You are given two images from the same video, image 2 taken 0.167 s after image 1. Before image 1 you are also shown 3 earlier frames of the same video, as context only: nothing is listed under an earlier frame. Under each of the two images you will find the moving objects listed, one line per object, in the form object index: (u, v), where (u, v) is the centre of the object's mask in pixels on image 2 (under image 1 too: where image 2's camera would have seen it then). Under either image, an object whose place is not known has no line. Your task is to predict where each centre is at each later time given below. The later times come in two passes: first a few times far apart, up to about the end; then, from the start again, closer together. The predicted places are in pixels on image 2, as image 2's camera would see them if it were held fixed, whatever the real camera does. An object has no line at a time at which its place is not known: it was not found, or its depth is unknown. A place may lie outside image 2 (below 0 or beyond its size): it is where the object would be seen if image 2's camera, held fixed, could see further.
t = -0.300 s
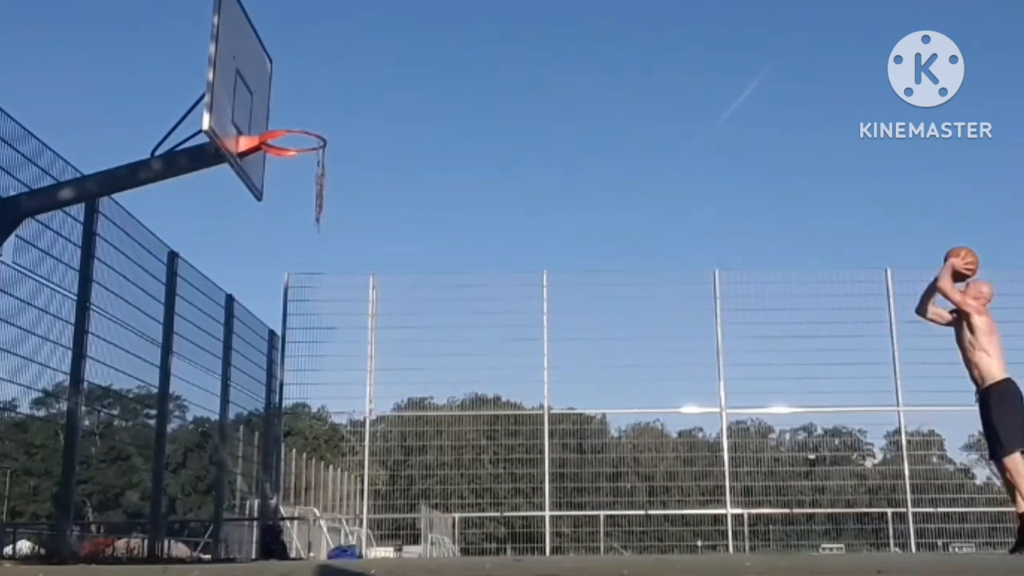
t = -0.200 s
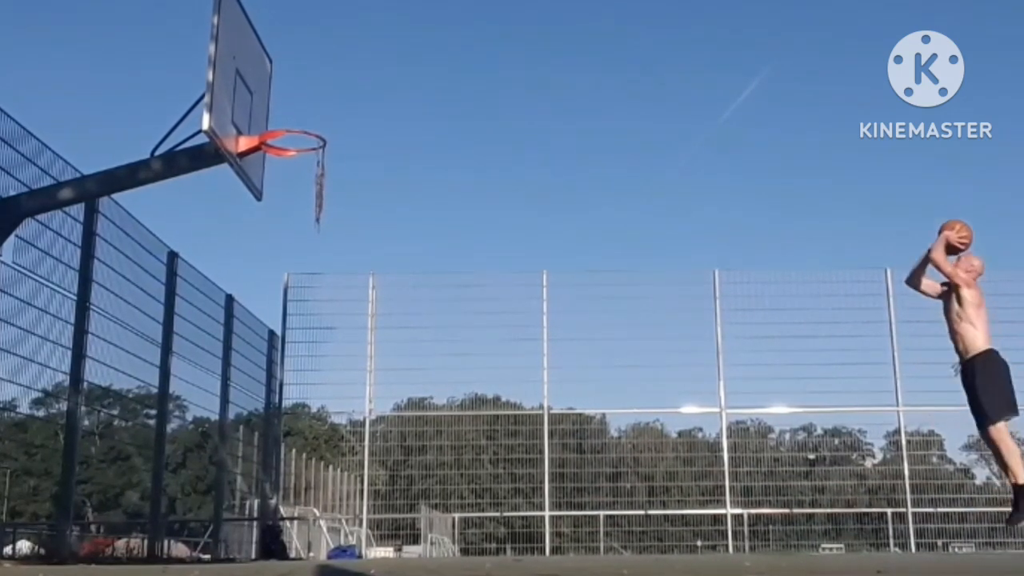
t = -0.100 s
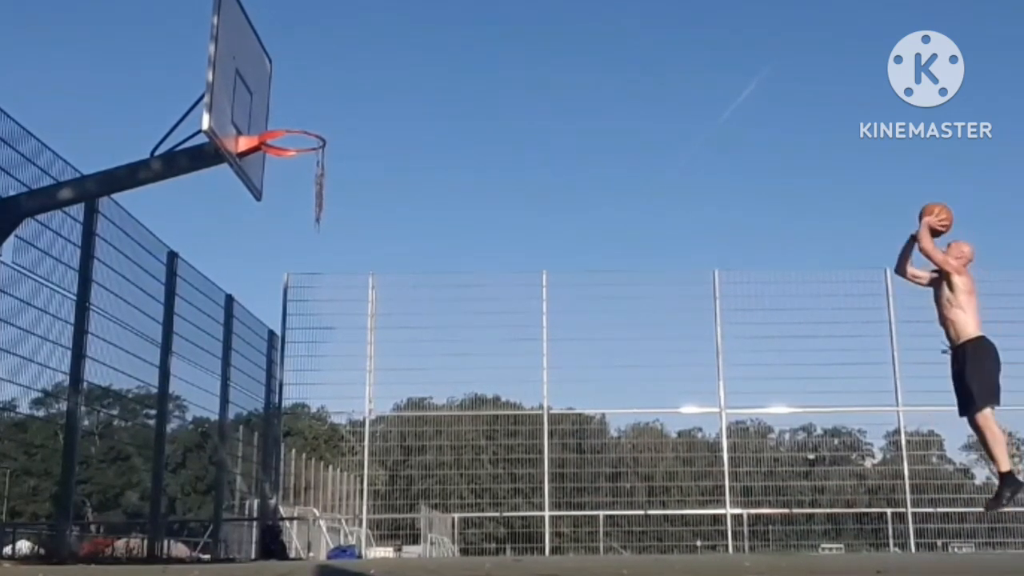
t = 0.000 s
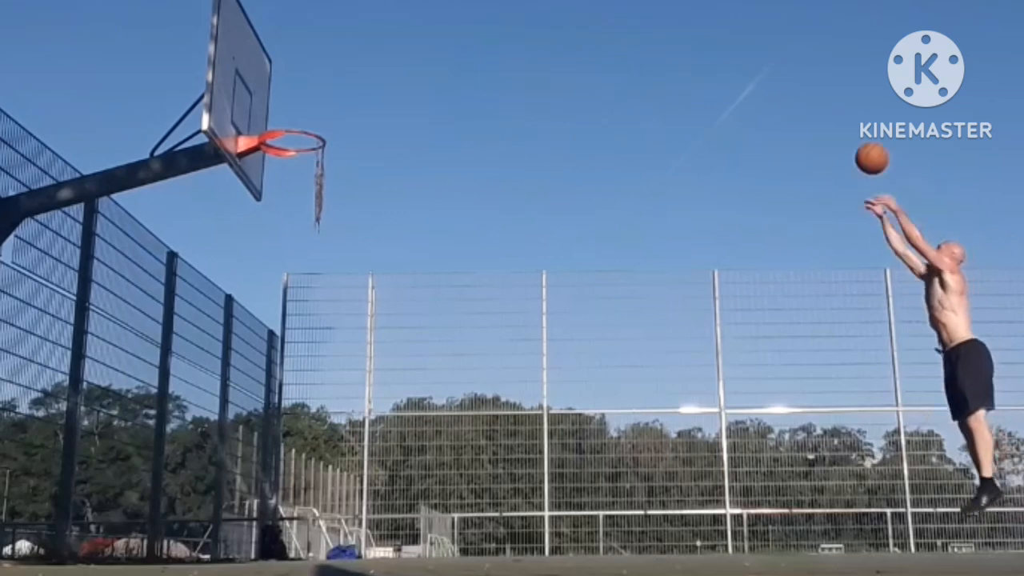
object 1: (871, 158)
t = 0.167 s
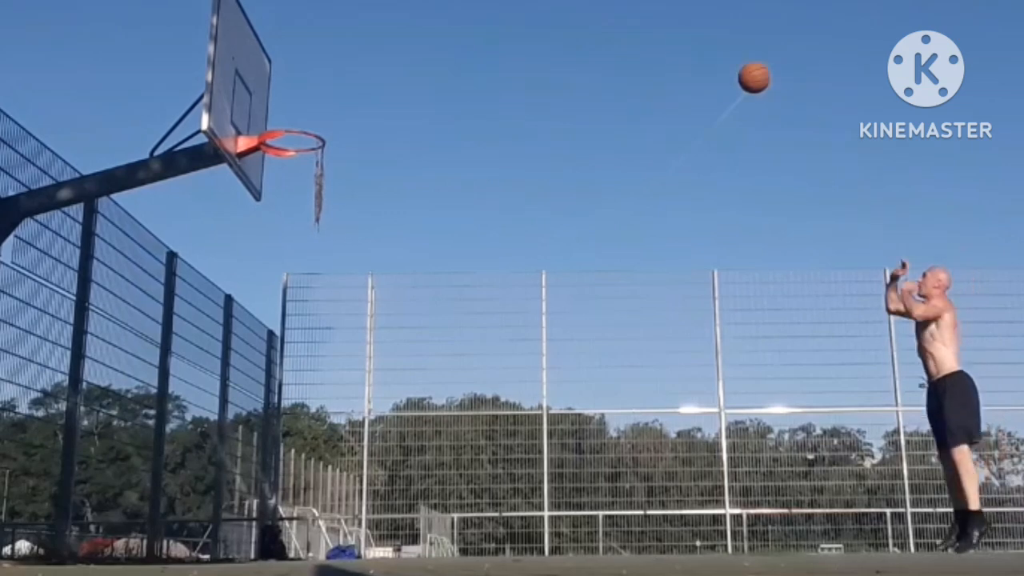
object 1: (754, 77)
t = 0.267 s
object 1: (687, 47)
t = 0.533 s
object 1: (516, 26)
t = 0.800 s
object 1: (350, 92)
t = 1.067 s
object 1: (293, 237)
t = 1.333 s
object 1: (322, 490)
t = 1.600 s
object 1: (406, 359)
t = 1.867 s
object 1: (498, 227)
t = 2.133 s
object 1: (590, 192)
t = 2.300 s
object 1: (649, 218)
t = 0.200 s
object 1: (731, 66)
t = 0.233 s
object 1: (709, 55)
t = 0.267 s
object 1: (687, 47)
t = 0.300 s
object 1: (665, 39)
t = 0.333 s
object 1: (643, 33)
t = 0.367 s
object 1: (622, 29)
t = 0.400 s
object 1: (600, 26)
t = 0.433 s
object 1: (579, 24)
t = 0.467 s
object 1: (558, 24)
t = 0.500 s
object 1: (538, 24)
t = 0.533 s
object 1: (516, 26)
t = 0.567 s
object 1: (496, 29)
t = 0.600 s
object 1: (475, 34)
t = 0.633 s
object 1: (455, 40)
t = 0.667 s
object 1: (434, 48)
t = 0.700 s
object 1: (413, 57)
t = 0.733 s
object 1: (392, 67)
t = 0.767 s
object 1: (371, 79)
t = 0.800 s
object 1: (350, 92)
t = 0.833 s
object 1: (330, 106)
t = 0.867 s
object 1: (308, 121)
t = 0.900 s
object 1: (287, 140)
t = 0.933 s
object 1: (276, 157)
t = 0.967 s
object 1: (280, 175)
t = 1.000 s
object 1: (284, 194)
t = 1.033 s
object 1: (289, 214)
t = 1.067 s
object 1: (293, 237)
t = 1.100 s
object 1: (297, 262)
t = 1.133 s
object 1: (301, 289)
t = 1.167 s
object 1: (305, 317)
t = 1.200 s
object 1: (309, 348)
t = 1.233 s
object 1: (312, 379)
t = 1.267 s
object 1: (315, 414)
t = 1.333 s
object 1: (322, 490)
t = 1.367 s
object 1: (325, 531)
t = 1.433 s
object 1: (346, 496)
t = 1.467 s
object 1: (359, 464)
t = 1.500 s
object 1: (371, 435)
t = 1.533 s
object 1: (383, 408)
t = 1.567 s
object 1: (395, 382)
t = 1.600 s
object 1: (406, 359)
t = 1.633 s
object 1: (418, 337)
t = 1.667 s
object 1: (430, 317)
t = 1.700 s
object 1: (441, 298)
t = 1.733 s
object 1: (453, 281)
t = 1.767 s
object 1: (464, 265)
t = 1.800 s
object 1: (476, 251)
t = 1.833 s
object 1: (487, 238)
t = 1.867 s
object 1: (498, 227)
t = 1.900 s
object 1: (510, 217)
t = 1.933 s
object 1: (521, 209)
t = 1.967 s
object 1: (532, 203)
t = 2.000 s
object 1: (544, 198)
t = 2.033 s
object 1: (555, 194)
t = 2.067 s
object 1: (567, 192)
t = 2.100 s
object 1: (578, 191)
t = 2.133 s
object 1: (590, 192)
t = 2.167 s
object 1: (601, 194)
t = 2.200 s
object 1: (613, 198)
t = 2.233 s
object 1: (625, 203)
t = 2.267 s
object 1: (637, 210)
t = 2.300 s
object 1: (649, 218)
